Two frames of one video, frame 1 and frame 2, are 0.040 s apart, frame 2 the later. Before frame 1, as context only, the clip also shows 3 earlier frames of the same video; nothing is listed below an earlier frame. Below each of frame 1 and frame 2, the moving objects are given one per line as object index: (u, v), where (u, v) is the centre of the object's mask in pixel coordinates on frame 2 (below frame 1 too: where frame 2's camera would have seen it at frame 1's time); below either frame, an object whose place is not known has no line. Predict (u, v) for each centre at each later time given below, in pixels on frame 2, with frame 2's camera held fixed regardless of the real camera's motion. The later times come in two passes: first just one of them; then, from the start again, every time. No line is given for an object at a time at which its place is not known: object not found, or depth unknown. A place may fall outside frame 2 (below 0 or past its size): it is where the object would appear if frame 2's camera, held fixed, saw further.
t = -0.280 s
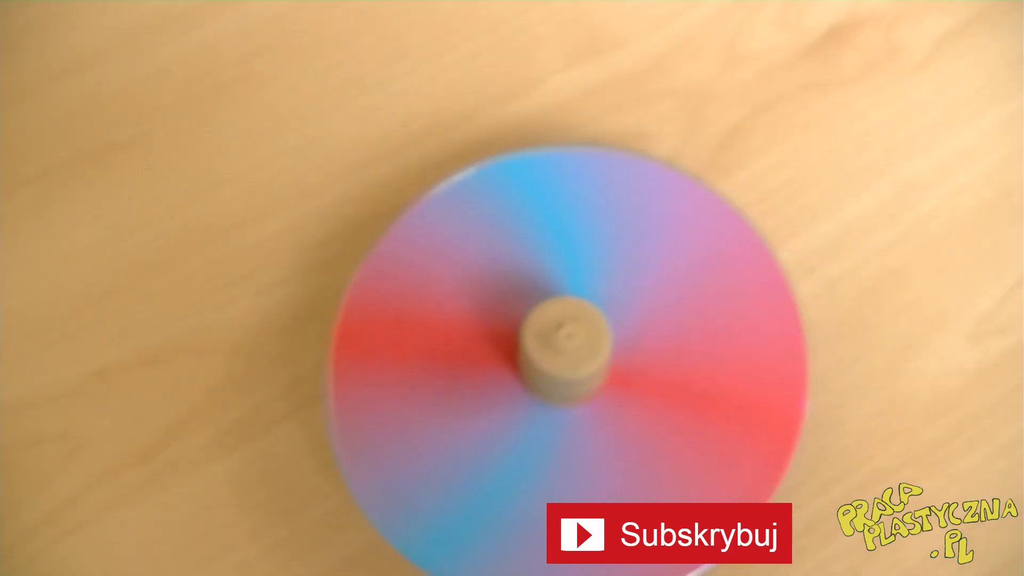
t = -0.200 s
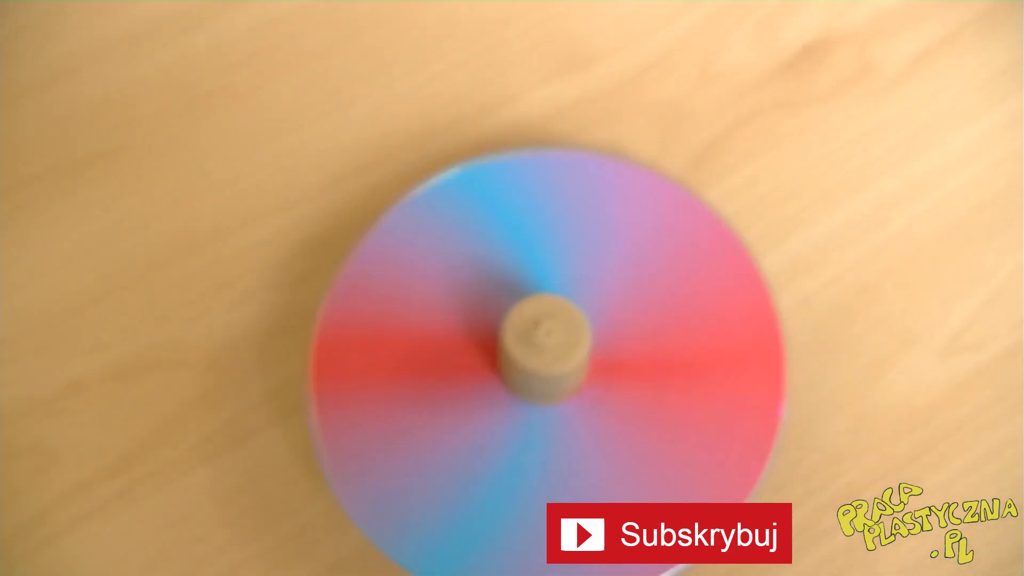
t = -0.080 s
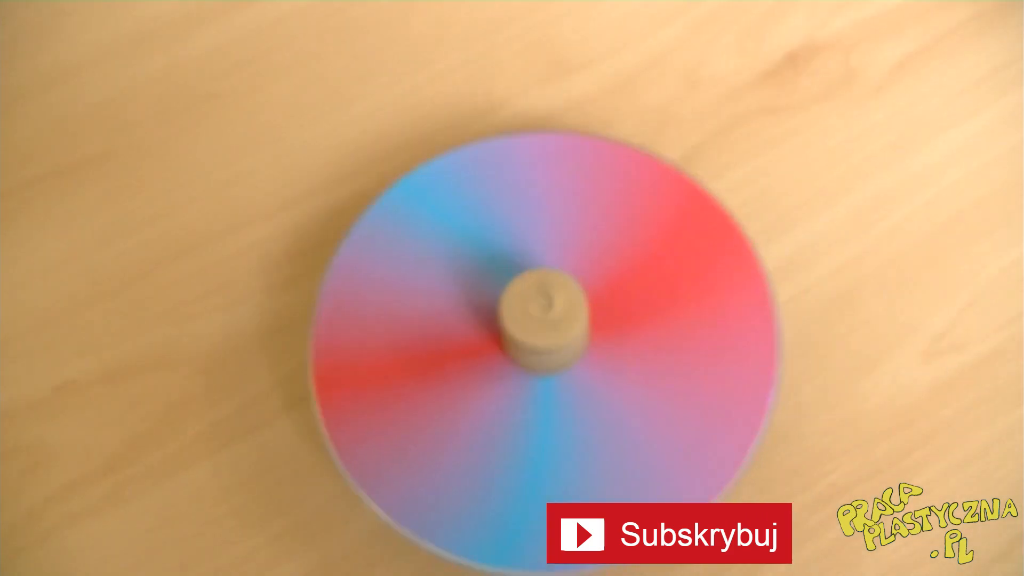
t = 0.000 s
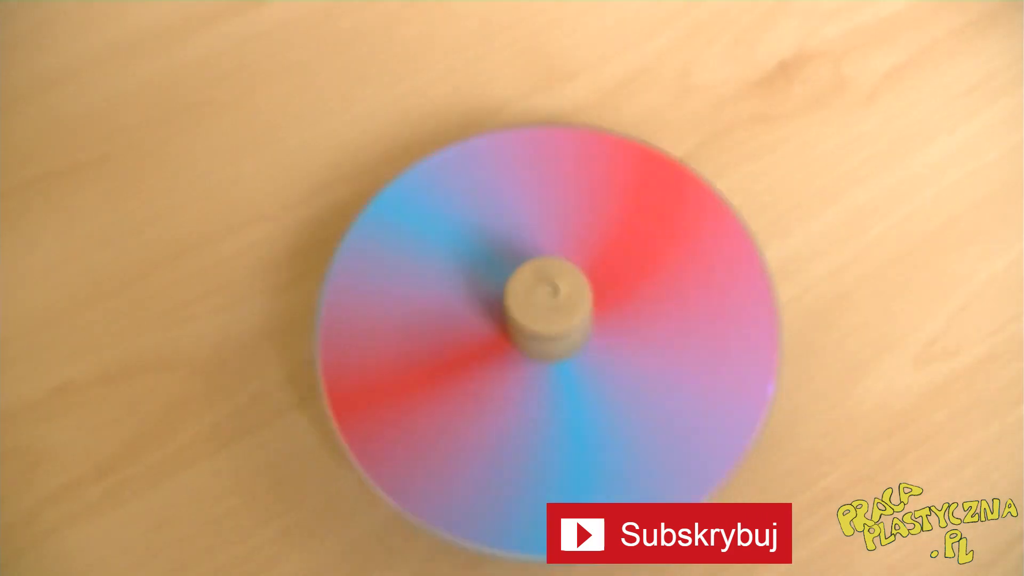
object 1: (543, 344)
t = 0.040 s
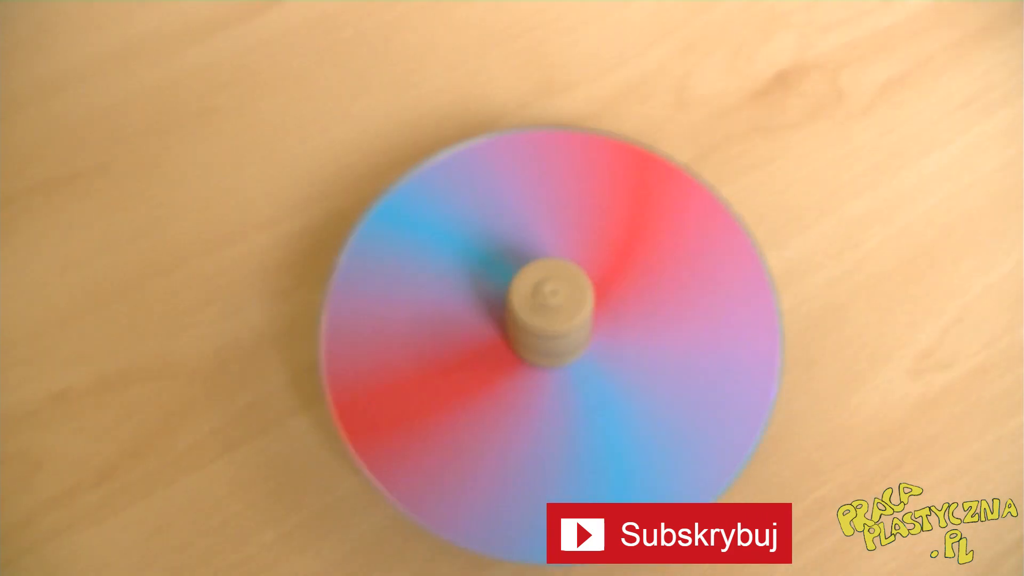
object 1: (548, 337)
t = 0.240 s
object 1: (574, 305)
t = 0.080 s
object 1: (552, 328)
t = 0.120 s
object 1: (561, 323)
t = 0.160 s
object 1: (564, 315)
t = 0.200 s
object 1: (572, 311)
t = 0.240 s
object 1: (574, 305)
